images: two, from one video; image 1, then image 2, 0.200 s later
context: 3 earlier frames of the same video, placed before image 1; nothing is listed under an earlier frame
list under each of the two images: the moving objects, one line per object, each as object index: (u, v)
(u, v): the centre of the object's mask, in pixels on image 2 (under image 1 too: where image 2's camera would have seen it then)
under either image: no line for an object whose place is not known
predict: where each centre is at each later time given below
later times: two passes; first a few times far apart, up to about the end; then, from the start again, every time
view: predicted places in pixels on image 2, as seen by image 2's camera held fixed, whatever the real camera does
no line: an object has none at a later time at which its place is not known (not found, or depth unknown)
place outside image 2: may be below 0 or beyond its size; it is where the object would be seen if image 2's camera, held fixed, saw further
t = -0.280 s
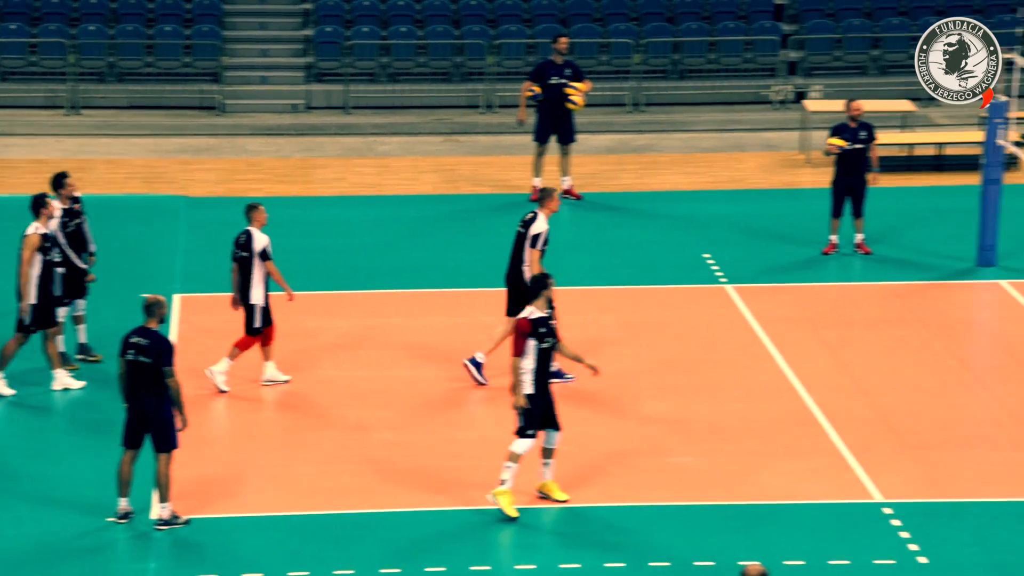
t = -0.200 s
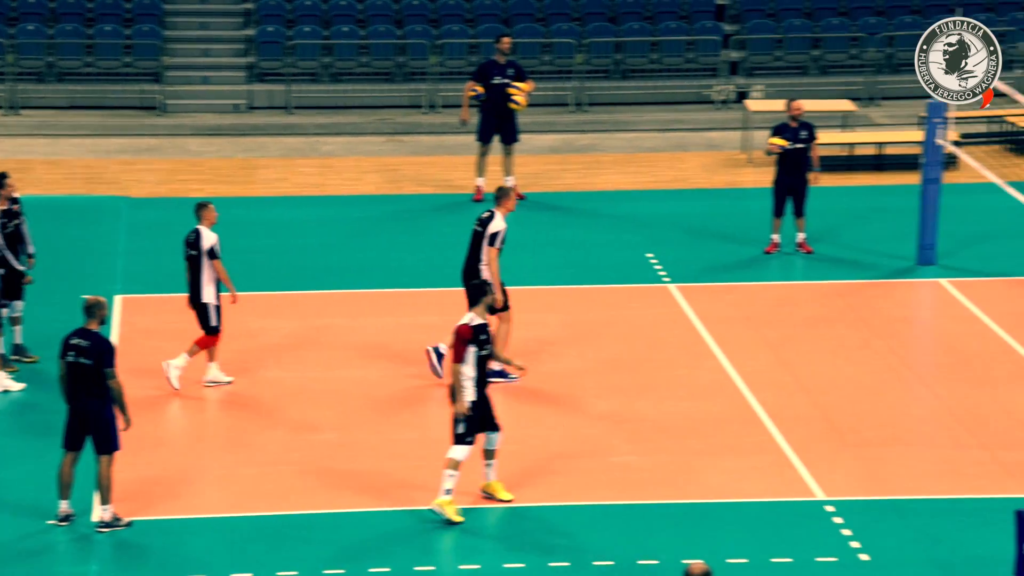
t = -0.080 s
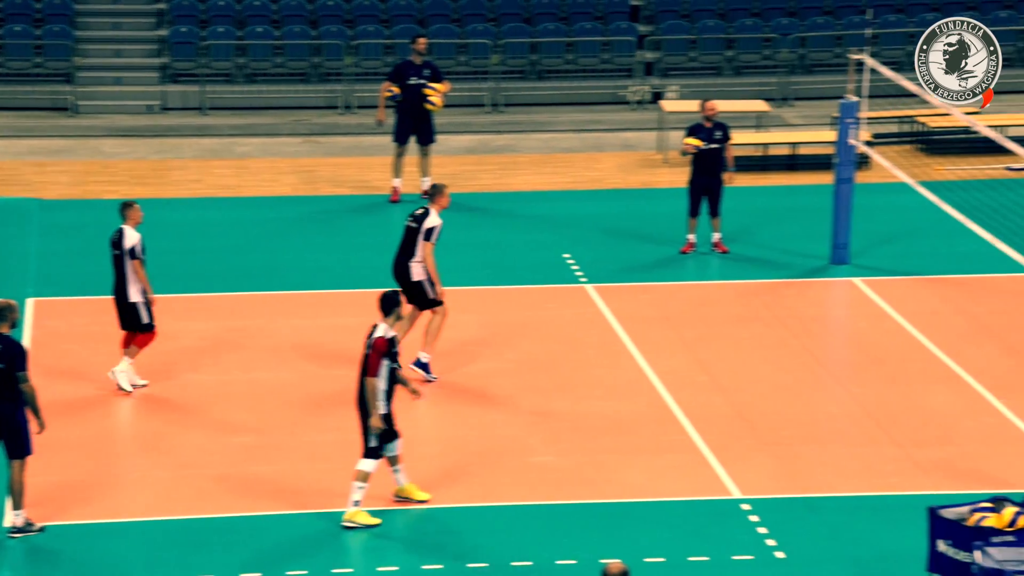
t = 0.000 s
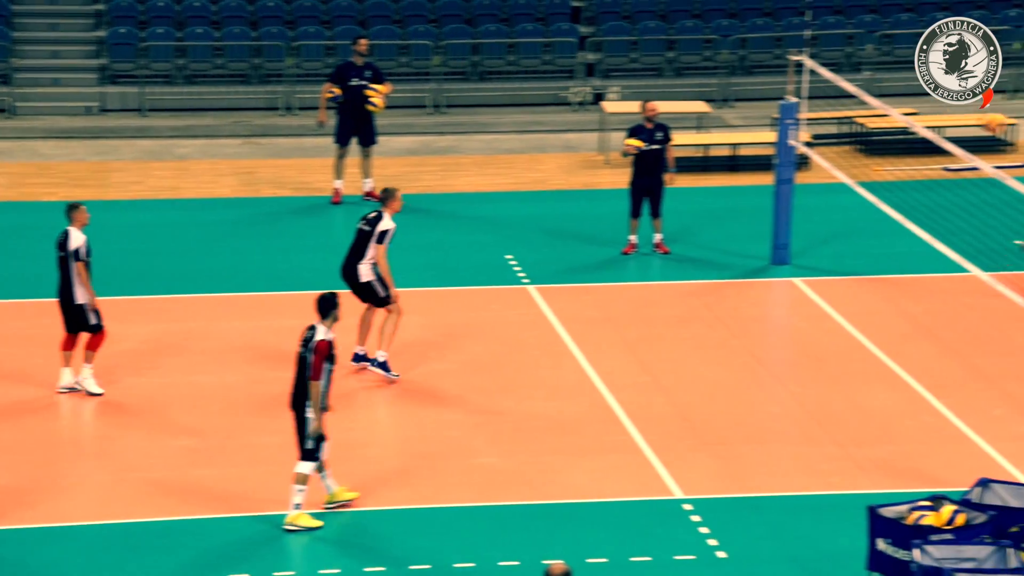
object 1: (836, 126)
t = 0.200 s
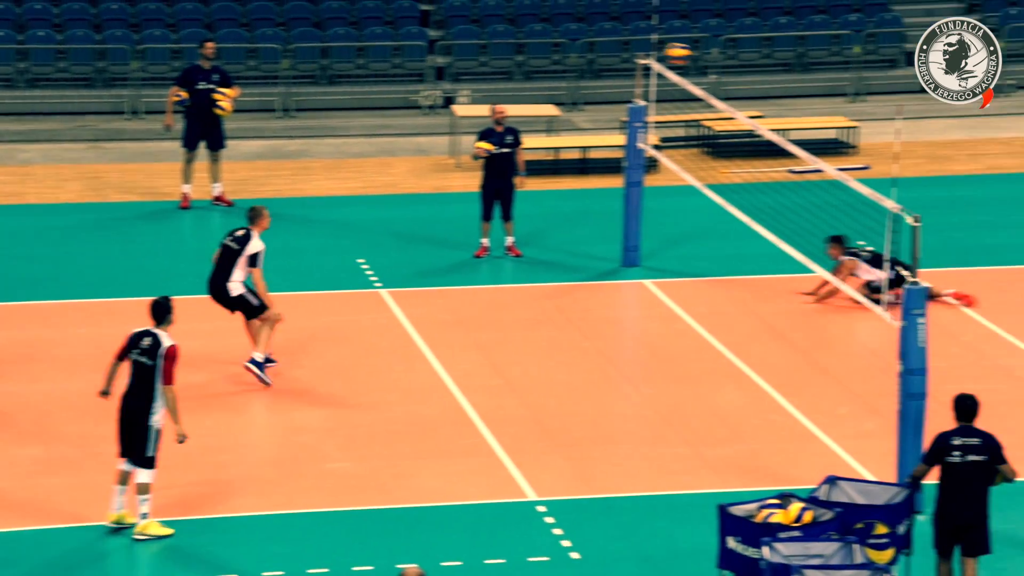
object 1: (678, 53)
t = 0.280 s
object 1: (616, 34)
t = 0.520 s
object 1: (438, 18)
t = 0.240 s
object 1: (647, 43)
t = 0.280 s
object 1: (616, 34)
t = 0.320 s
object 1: (587, 28)
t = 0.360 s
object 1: (558, 24)
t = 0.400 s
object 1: (528, 19)
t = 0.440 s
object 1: (497, 18)
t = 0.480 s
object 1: (469, 16)
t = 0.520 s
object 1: (438, 18)
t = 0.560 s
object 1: (411, 18)
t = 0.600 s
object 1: (384, 21)
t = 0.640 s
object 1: (355, 26)
